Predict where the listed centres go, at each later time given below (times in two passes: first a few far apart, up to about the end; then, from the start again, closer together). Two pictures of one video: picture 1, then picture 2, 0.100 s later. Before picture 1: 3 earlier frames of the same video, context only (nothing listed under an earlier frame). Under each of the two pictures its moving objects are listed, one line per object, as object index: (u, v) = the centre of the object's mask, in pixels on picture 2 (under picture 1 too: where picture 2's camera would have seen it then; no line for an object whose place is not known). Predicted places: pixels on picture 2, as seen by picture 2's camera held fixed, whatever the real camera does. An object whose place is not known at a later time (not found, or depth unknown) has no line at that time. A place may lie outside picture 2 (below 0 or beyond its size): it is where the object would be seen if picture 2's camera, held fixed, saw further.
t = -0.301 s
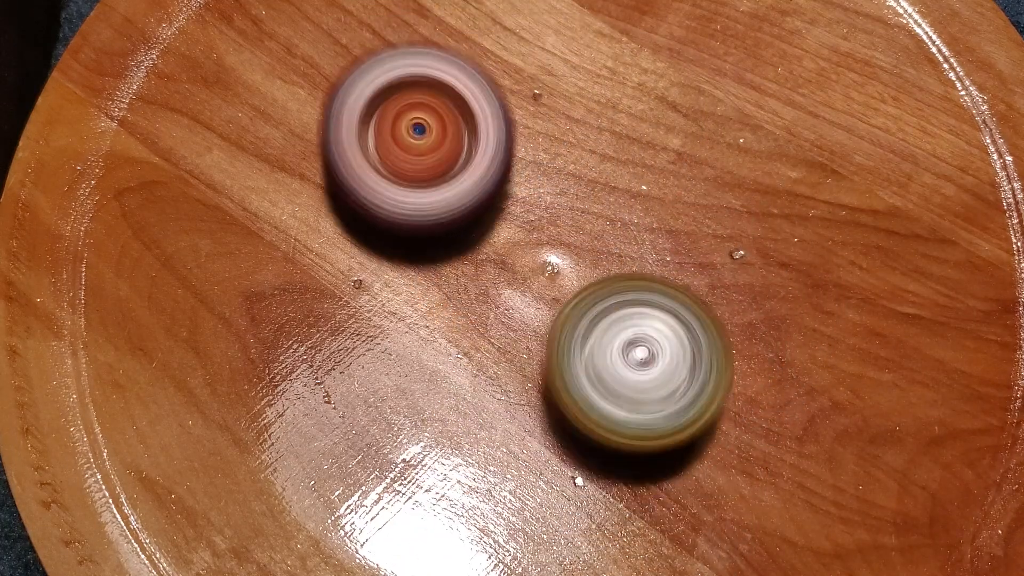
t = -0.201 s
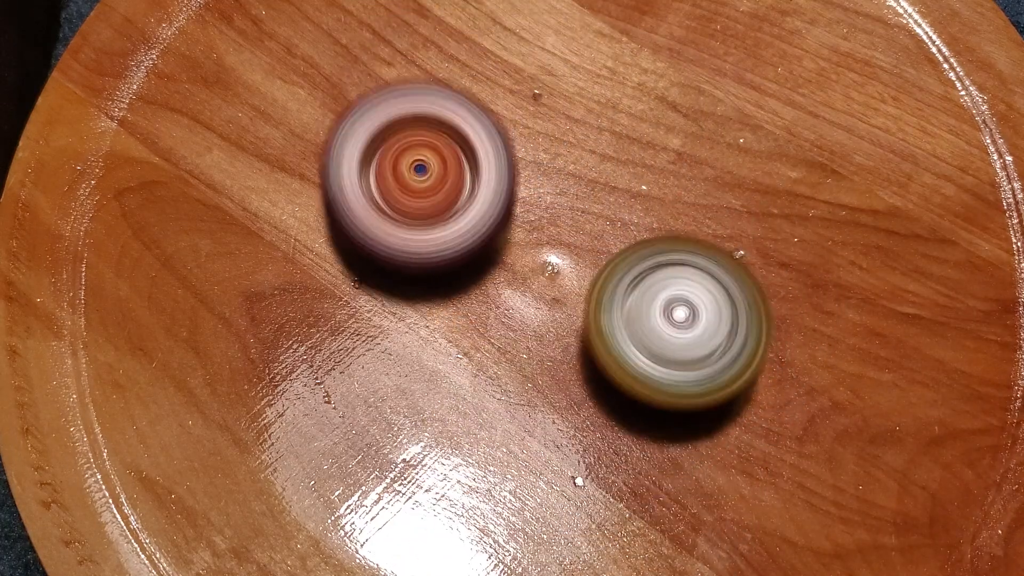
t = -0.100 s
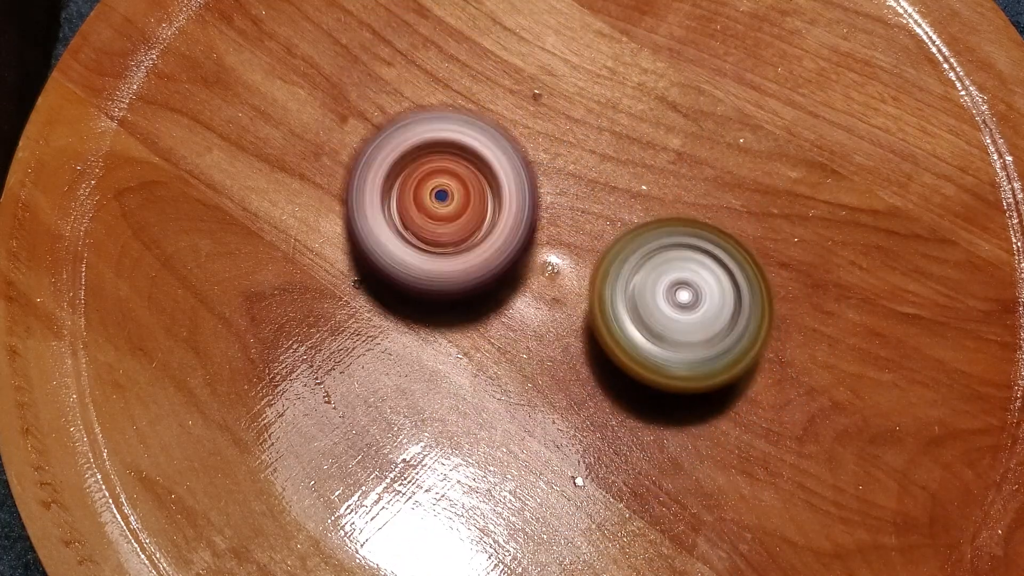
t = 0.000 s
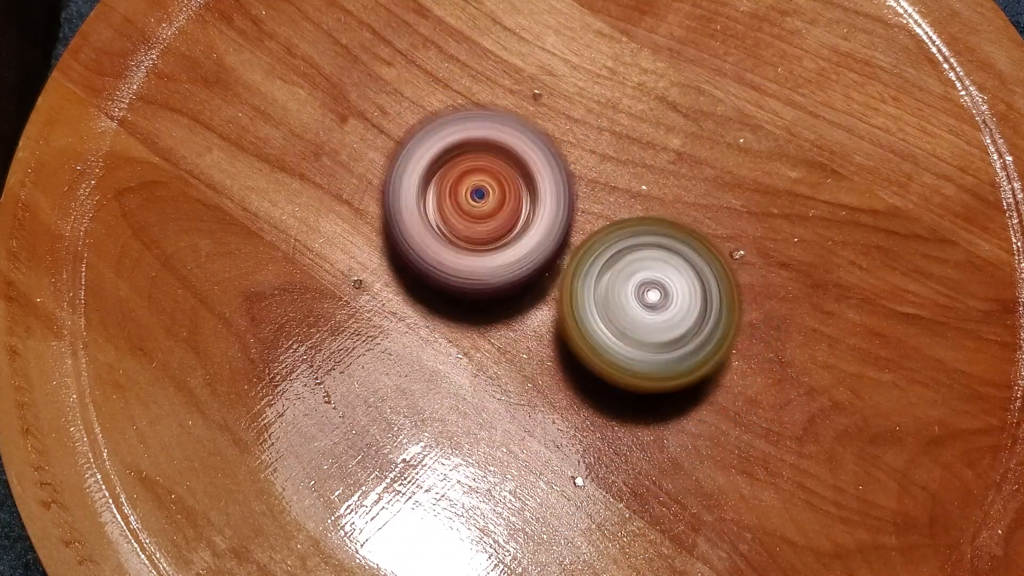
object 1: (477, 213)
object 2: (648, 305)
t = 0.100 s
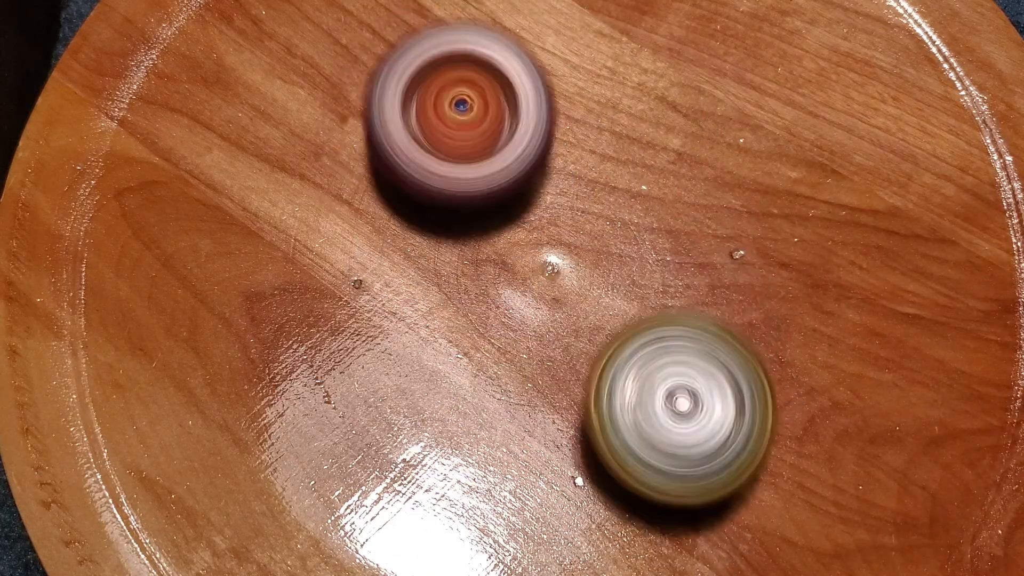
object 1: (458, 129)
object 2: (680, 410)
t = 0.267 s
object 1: (457, 92)
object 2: (666, 476)
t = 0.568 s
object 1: (489, 118)
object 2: (560, 304)
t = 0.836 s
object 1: (518, 47)
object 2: (620, 364)
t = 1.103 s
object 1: (504, 79)
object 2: (677, 311)
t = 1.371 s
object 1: (517, 157)
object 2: (660, 347)
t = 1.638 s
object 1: (618, 196)
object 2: (535, 387)
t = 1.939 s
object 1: (737, 200)
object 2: (450, 290)
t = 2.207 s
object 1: (808, 192)
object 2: (523, 251)
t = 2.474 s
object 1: (804, 234)
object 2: (572, 333)
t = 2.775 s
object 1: (776, 274)
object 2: (484, 341)
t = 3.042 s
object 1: (714, 313)
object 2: (483, 281)
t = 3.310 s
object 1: (666, 377)
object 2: (491, 220)
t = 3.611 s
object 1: (608, 366)
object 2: (511, 183)
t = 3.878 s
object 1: (594, 352)
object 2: (521, 163)
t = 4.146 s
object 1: (591, 365)
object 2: (527, 126)
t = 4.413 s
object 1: (602, 402)
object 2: (545, 100)
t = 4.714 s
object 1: (628, 444)
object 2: (560, 74)
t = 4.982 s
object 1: (622, 375)
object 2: (520, 187)
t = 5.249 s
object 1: (617, 349)
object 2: (469, 143)
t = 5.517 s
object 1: (594, 318)
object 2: (539, 117)
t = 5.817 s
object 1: (568, 328)
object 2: (591, 120)
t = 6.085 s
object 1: (518, 359)
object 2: (635, 110)
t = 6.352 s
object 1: (485, 361)
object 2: (582, 160)
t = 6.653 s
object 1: (482, 343)
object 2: (520, 147)
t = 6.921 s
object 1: (506, 312)
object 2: (579, 122)
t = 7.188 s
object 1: (517, 279)
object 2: (676, 126)
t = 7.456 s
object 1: (531, 232)
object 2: (732, 204)
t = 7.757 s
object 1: (523, 188)
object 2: (722, 288)
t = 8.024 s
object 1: (507, 163)
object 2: (669, 314)
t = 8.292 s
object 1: (515, 182)
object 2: (640, 322)
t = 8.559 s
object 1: (518, 160)
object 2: (621, 362)
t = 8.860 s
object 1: (518, 149)
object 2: (596, 350)
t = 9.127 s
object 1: (529, 163)
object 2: (596, 329)
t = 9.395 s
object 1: (543, 166)
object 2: (604, 344)
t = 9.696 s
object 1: (540, 178)
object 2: (616, 362)
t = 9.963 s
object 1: (526, 184)
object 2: (619, 403)
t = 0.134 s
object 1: (456, 112)
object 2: (686, 437)
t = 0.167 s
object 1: (454, 102)
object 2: (688, 457)
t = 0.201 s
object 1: (455, 96)
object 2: (684, 469)
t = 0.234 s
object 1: (456, 93)
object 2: (676, 475)
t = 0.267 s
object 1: (457, 92)
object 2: (666, 476)
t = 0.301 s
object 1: (458, 92)
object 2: (653, 472)
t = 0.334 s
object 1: (460, 92)
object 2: (638, 464)
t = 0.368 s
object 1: (462, 94)
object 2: (623, 450)
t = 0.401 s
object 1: (466, 97)
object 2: (608, 432)
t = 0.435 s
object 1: (470, 100)
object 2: (593, 410)
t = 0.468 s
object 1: (475, 103)
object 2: (579, 385)
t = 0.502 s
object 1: (479, 107)
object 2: (569, 359)
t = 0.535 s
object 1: (484, 114)
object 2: (562, 331)
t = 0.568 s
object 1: (489, 118)
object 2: (560, 304)
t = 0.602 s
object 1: (494, 117)
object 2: (564, 283)
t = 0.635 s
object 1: (503, 91)
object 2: (566, 301)
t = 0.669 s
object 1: (508, 74)
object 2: (572, 325)
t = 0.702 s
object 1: (512, 62)
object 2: (582, 343)
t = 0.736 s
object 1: (516, 54)
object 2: (592, 355)
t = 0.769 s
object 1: (517, 50)
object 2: (602, 362)
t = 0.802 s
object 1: (519, 47)
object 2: (611, 365)
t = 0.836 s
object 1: (518, 47)
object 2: (620, 364)
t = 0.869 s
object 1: (518, 48)
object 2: (629, 360)
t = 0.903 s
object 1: (515, 50)
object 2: (637, 355)
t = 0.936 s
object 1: (513, 54)
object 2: (645, 347)
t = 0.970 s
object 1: (511, 58)
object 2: (653, 339)
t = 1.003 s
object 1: (509, 63)
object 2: (659, 331)
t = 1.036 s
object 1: (506, 68)
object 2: (666, 323)
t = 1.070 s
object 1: (505, 73)
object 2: (671, 316)
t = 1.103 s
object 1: (504, 79)
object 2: (677, 311)
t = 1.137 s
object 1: (503, 85)
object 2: (681, 307)
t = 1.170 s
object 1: (503, 92)
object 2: (685, 308)
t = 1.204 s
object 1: (504, 100)
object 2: (686, 310)
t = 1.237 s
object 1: (506, 110)
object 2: (685, 314)
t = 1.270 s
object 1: (508, 123)
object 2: (682, 322)
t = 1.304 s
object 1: (510, 135)
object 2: (676, 330)
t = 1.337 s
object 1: (513, 146)
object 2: (669, 338)
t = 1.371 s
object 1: (517, 157)
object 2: (660, 347)
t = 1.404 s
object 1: (524, 168)
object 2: (647, 354)
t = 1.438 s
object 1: (533, 179)
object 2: (631, 360)
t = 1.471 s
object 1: (542, 188)
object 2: (613, 364)
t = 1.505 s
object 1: (556, 190)
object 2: (595, 376)
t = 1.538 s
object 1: (571, 191)
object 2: (578, 385)
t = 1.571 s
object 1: (588, 193)
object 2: (562, 389)
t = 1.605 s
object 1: (604, 194)
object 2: (547, 390)
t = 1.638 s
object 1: (618, 196)
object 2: (535, 387)
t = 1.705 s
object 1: (639, 199)
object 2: (516, 373)
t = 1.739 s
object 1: (650, 201)
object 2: (507, 350)
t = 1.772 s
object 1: (654, 202)
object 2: (506, 337)
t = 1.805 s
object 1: (657, 203)
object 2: (507, 324)
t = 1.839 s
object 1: (663, 204)
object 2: (508, 311)
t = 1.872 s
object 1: (685, 204)
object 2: (484, 304)
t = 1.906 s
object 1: (712, 202)
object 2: (463, 297)
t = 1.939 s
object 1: (737, 200)
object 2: (450, 290)
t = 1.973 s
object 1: (756, 196)
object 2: (443, 282)
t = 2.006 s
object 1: (771, 195)
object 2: (442, 272)
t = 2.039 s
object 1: (785, 194)
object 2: (447, 266)
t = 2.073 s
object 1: (795, 192)
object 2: (457, 260)
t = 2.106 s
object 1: (803, 190)
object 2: (471, 256)
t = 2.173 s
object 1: (809, 191)
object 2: (505, 250)
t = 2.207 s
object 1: (808, 192)
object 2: (523, 251)
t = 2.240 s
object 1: (806, 196)
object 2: (540, 255)
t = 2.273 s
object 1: (802, 201)
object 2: (558, 261)
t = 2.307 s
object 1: (796, 207)
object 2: (575, 269)
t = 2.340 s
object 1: (788, 214)
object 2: (589, 281)
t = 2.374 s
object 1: (781, 220)
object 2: (602, 293)
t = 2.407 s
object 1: (779, 226)
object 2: (607, 307)
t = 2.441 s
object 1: (792, 230)
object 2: (589, 323)
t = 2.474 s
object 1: (804, 234)
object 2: (572, 333)
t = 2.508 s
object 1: (812, 237)
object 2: (555, 341)
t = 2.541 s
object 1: (817, 242)
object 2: (540, 347)
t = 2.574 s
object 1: (818, 247)
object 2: (526, 350)
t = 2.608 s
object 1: (816, 251)
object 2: (515, 352)
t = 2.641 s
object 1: (811, 257)
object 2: (505, 352)
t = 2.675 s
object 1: (803, 262)
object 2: (497, 351)
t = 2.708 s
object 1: (795, 266)
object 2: (491, 349)
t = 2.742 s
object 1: (786, 270)
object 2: (487, 345)
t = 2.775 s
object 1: (776, 274)
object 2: (484, 341)
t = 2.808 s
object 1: (767, 278)
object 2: (481, 335)
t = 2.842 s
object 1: (759, 283)
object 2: (481, 329)
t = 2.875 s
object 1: (751, 286)
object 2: (481, 322)
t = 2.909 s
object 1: (743, 290)
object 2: (481, 314)
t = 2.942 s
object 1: (736, 296)
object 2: (481, 306)
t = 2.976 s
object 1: (729, 301)
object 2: (482, 298)
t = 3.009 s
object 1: (721, 307)
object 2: (483, 289)
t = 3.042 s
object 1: (714, 313)
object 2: (483, 281)
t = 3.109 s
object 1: (702, 327)
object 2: (485, 265)
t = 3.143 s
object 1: (696, 336)
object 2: (485, 258)
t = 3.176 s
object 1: (690, 345)
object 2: (486, 251)
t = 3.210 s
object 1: (684, 354)
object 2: (486, 243)
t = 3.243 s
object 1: (678, 362)
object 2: (487, 236)
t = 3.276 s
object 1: (672, 370)
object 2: (489, 228)
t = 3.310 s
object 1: (666, 377)
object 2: (491, 220)
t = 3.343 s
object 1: (660, 382)
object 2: (492, 213)
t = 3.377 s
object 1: (652, 386)
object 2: (494, 205)
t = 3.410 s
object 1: (646, 387)
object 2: (496, 200)
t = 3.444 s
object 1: (639, 387)
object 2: (499, 195)
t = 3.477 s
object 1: (632, 385)
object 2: (501, 191)
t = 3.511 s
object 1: (626, 382)
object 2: (503, 188)
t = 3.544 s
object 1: (620, 377)
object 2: (506, 185)
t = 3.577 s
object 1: (614, 372)
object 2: (509, 184)
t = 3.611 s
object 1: (608, 366)
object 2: (511, 183)
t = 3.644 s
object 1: (604, 364)
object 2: (512, 180)
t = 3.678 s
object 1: (604, 370)
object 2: (510, 169)
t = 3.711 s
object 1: (604, 371)
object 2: (510, 162)
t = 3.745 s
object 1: (603, 371)
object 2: (511, 158)
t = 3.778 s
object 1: (602, 369)
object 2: (513, 156)
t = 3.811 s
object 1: (600, 364)
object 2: (515, 156)
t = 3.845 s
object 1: (596, 358)
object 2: (518, 158)
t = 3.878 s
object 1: (594, 352)
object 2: (521, 163)
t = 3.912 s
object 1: (593, 353)
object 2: (522, 159)
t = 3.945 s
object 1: (592, 355)
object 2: (523, 155)
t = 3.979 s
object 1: (591, 355)
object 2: (524, 153)
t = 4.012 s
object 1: (590, 351)
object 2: (524, 154)
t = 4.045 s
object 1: (589, 347)
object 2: (525, 156)
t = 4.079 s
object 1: (589, 353)
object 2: (525, 148)
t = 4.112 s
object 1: (590, 362)
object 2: (527, 134)
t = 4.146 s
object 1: (591, 365)
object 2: (527, 126)
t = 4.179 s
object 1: (591, 366)
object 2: (530, 122)
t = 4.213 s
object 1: (591, 365)
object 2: (531, 123)
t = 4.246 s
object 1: (591, 363)
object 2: (534, 126)
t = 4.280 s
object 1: (593, 358)
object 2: (537, 132)
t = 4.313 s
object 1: (593, 351)
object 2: (540, 139)
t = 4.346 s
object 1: (595, 344)
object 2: (540, 148)
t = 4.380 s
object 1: (598, 365)
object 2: (543, 133)
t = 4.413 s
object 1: (602, 402)
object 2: (545, 100)
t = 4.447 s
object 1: (603, 429)
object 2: (547, 76)
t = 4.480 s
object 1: (606, 445)
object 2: (550, 65)
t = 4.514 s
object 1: (609, 457)
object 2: (555, 58)
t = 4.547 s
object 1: (612, 461)
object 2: (559, 54)
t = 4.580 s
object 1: (615, 462)
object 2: (561, 54)
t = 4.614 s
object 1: (618, 460)
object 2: (562, 56)
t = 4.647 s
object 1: (622, 457)
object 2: (562, 60)
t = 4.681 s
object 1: (624, 451)
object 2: (561, 66)
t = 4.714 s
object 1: (628, 444)
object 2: (560, 74)
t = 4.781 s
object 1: (631, 430)
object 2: (554, 96)
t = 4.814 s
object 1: (631, 422)
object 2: (550, 111)
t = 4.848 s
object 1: (630, 413)
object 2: (545, 127)
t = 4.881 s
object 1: (628, 404)
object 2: (541, 142)
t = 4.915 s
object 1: (625, 395)
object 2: (534, 157)
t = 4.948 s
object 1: (624, 384)
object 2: (527, 172)
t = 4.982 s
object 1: (622, 375)
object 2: (520, 187)
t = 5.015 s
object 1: (620, 367)
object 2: (511, 195)
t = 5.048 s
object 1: (623, 371)
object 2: (498, 188)
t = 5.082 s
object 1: (623, 373)
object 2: (487, 180)
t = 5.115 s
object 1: (624, 371)
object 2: (478, 172)
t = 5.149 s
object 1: (623, 369)
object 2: (472, 163)
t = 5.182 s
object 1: (620, 364)
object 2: (467, 156)
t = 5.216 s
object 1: (619, 356)
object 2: (466, 149)
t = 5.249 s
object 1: (617, 349)
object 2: (469, 143)
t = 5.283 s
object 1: (612, 340)
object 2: (474, 140)
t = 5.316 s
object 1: (610, 330)
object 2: (482, 138)
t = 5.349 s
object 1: (607, 323)
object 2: (492, 138)
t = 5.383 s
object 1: (602, 315)
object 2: (503, 139)
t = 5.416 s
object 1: (602, 318)
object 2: (513, 127)
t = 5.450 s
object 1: (601, 321)
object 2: (523, 120)
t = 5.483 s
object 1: (596, 321)
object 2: (530, 117)
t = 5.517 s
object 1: (594, 318)
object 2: (539, 117)
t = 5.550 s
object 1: (592, 316)
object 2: (547, 120)
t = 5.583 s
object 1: (587, 318)
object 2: (556, 118)
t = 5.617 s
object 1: (583, 328)
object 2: (564, 108)
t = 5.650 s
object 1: (580, 335)
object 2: (570, 102)
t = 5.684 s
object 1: (577, 338)
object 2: (576, 101)
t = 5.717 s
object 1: (573, 338)
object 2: (581, 101)
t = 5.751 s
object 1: (572, 335)
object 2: (585, 106)
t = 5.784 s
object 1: (570, 332)
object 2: (589, 112)
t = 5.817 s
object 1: (568, 328)
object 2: (591, 120)
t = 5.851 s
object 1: (566, 324)
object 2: (593, 128)
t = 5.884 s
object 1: (553, 338)
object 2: (607, 114)
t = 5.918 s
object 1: (543, 350)
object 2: (618, 101)
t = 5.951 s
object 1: (534, 357)
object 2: (627, 96)
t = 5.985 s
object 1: (526, 361)
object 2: (633, 93)
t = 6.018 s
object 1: (522, 361)
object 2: (637, 95)
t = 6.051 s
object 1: (519, 360)
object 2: (637, 100)
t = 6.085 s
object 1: (518, 359)
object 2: (635, 110)
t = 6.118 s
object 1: (517, 357)
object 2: (630, 120)
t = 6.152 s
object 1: (516, 355)
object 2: (623, 132)
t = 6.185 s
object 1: (515, 351)
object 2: (613, 145)
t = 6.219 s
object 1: (515, 346)
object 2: (602, 157)
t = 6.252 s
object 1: (510, 347)
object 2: (595, 165)
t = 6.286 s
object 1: (499, 354)
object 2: (593, 163)
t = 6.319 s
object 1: (490, 359)
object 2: (589, 161)
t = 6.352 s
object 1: (485, 361)
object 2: (582, 160)
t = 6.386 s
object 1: (481, 362)
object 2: (574, 161)
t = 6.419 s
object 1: (479, 360)
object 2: (564, 162)
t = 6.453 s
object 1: (479, 357)
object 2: (554, 164)
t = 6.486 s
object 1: (479, 354)
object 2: (541, 165)
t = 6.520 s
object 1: (478, 354)
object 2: (533, 161)
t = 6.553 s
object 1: (478, 352)
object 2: (528, 156)
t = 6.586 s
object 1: (479, 351)
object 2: (523, 152)
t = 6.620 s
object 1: (480, 347)
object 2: (520, 149)
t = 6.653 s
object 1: (482, 343)
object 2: (520, 147)
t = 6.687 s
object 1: (483, 342)
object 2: (524, 143)
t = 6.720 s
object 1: (483, 342)
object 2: (530, 137)
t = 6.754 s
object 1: (484, 338)
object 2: (537, 131)
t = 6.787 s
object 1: (488, 334)
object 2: (546, 127)
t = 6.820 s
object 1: (493, 329)
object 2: (554, 123)
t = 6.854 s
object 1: (497, 324)
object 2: (562, 122)
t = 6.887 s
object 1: (502, 318)
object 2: (570, 121)
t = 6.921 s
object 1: (506, 312)
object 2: (579, 122)
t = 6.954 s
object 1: (511, 305)
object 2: (589, 124)
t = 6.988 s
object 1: (510, 304)
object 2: (602, 122)
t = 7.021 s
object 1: (509, 303)
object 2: (620, 116)
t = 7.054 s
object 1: (508, 300)
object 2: (636, 114)
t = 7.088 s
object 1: (509, 295)
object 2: (649, 113)
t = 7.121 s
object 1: (512, 291)
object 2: (660, 116)
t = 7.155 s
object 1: (515, 285)
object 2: (669, 120)
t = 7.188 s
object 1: (517, 279)
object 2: (676, 126)
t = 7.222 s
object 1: (522, 271)
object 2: (682, 134)
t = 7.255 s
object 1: (526, 266)
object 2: (686, 142)
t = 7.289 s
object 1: (529, 259)
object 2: (694, 151)
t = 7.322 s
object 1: (523, 257)
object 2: (711, 160)
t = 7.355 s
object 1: (522, 252)
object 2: (723, 169)
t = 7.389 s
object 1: (525, 241)
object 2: (734, 186)
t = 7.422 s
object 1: (527, 236)
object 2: (735, 195)
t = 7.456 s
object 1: (531, 232)
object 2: (732, 204)
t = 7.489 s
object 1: (532, 226)
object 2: (733, 218)
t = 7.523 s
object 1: (524, 217)
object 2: (745, 235)
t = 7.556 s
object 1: (520, 208)
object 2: (752, 250)
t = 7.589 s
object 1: (520, 201)
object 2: (755, 261)
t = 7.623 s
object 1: (519, 197)
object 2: (754, 269)
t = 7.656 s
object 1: (520, 193)
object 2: (749, 277)
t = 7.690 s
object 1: (521, 191)
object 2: (742, 283)
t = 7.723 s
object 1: (522, 189)
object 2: (732, 287)
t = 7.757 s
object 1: (523, 188)
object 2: (722, 288)
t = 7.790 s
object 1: (523, 187)
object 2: (710, 289)
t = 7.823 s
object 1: (524, 187)
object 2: (698, 289)
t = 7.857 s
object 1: (525, 187)
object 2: (686, 288)
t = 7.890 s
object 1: (524, 185)
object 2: (676, 290)
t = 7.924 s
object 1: (516, 175)
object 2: (676, 301)
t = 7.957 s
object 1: (511, 169)
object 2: (674, 307)
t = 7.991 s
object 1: (508, 165)
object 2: (672, 311)
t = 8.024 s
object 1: (507, 163)
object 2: (669, 314)
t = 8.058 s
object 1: (507, 163)
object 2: (667, 316)
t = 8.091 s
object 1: (507, 165)
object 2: (664, 318)
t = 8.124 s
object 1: (507, 168)
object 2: (661, 319)
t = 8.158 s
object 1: (508, 170)
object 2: (657, 321)
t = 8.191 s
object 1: (510, 173)
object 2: (653, 321)
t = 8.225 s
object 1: (511, 175)
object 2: (649, 322)
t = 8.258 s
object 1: (513, 179)
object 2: (645, 322)
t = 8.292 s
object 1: (515, 182)
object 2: (640, 322)
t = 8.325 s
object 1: (517, 185)
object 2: (636, 322)
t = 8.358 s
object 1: (518, 184)
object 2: (633, 325)
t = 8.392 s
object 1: (519, 183)
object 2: (629, 327)
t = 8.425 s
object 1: (520, 183)
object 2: (624, 329)
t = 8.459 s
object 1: (521, 175)
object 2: (627, 344)
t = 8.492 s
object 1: (519, 166)
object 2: (627, 356)
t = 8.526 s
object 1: (518, 161)
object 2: (625, 360)
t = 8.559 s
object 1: (518, 160)
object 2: (621, 362)
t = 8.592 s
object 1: (518, 160)
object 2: (617, 360)
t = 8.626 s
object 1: (519, 162)
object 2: (612, 357)
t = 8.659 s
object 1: (519, 163)
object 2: (608, 351)
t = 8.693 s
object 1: (520, 166)
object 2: (604, 346)
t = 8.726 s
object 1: (520, 166)
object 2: (600, 339)
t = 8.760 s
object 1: (520, 167)
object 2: (597, 331)
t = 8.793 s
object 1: (519, 165)
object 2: (595, 330)
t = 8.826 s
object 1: (518, 154)
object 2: (596, 343)
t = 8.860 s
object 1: (518, 149)
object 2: (596, 350)
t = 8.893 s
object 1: (520, 146)
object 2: (597, 354)
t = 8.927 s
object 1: (522, 146)
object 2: (597, 356)
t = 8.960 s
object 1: (524, 147)
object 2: (597, 355)
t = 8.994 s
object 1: (526, 149)
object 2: (597, 352)
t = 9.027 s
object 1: (527, 152)
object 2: (596, 347)
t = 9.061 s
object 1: (527, 157)
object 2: (596, 342)
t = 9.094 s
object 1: (528, 160)
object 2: (596, 335)
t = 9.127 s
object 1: (529, 163)
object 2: (596, 329)
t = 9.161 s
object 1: (531, 159)
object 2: (597, 339)
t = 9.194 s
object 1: (534, 153)
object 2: (596, 352)
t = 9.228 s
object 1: (535, 150)
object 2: (596, 358)
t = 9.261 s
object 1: (536, 150)
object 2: (596, 360)
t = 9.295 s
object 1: (538, 153)
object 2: (596, 358)
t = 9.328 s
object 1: (540, 159)
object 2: (598, 354)
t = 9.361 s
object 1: (542, 163)
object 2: (601, 349)
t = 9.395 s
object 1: (543, 166)
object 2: (604, 344)
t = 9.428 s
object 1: (541, 170)
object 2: (607, 340)
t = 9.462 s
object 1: (539, 173)
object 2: (608, 343)
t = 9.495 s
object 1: (540, 168)
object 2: (614, 360)
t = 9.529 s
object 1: (542, 165)
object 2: (617, 370)
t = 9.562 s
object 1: (543, 164)
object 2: (618, 375)
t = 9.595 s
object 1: (542, 164)
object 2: (618, 375)
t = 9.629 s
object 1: (540, 168)
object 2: (617, 373)
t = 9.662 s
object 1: (540, 173)
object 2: (616, 368)
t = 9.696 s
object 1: (540, 178)
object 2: (616, 362)
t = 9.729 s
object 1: (539, 181)
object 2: (616, 356)
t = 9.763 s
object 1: (535, 185)
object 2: (616, 349)
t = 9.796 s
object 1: (532, 184)
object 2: (616, 356)
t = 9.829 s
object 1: (530, 178)
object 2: (619, 375)
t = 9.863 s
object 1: (530, 175)
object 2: (622, 393)
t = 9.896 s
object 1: (527, 176)
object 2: (624, 402)
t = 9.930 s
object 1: (526, 179)
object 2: (623, 404)
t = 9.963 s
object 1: (526, 184)
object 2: (619, 403)
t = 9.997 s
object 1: (526, 187)
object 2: (613, 402)
